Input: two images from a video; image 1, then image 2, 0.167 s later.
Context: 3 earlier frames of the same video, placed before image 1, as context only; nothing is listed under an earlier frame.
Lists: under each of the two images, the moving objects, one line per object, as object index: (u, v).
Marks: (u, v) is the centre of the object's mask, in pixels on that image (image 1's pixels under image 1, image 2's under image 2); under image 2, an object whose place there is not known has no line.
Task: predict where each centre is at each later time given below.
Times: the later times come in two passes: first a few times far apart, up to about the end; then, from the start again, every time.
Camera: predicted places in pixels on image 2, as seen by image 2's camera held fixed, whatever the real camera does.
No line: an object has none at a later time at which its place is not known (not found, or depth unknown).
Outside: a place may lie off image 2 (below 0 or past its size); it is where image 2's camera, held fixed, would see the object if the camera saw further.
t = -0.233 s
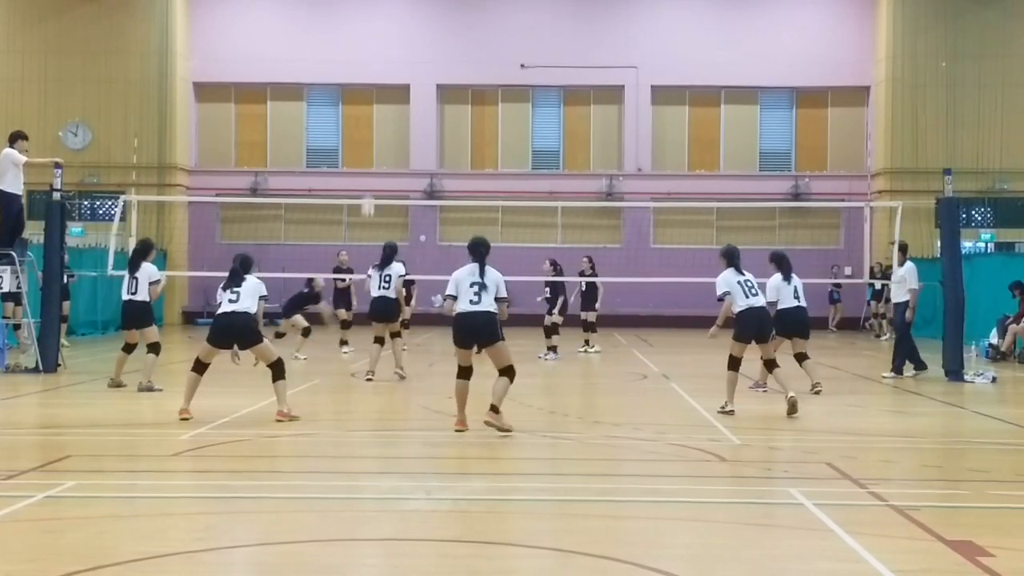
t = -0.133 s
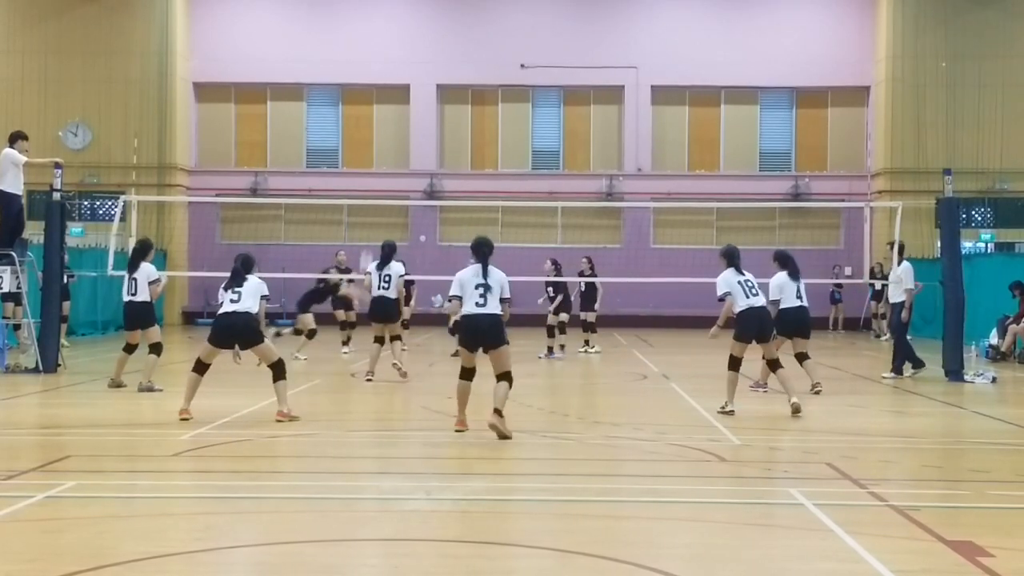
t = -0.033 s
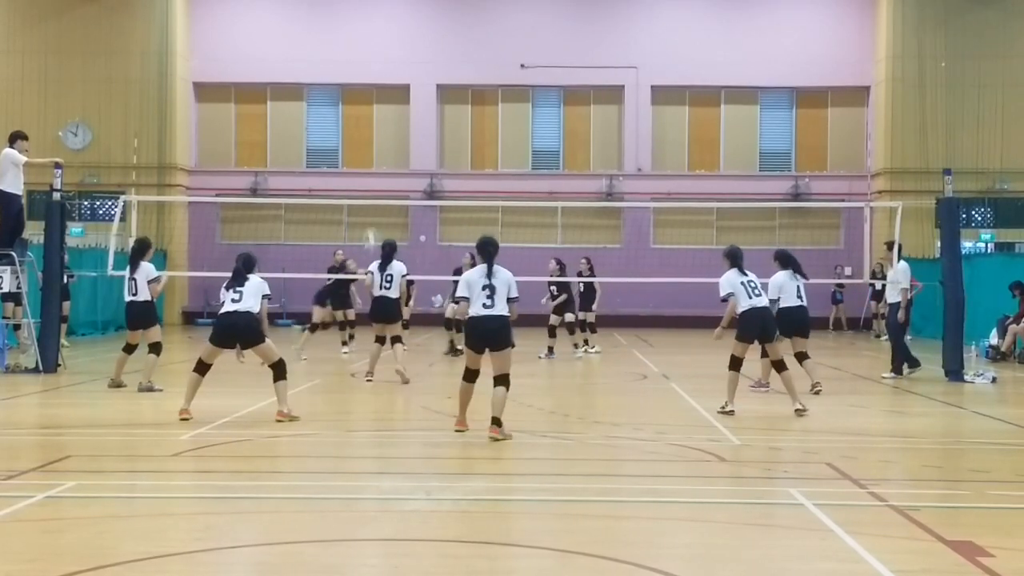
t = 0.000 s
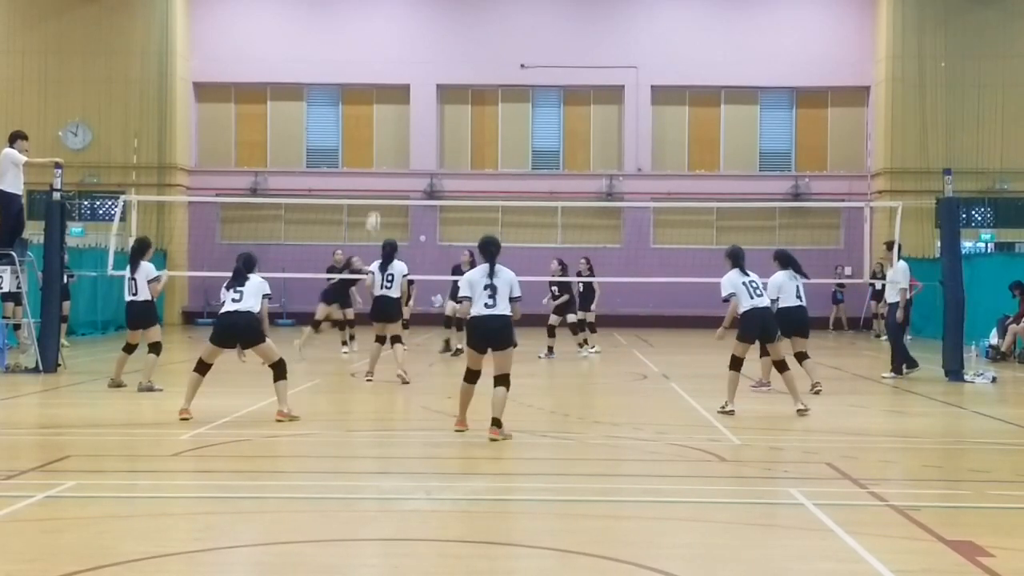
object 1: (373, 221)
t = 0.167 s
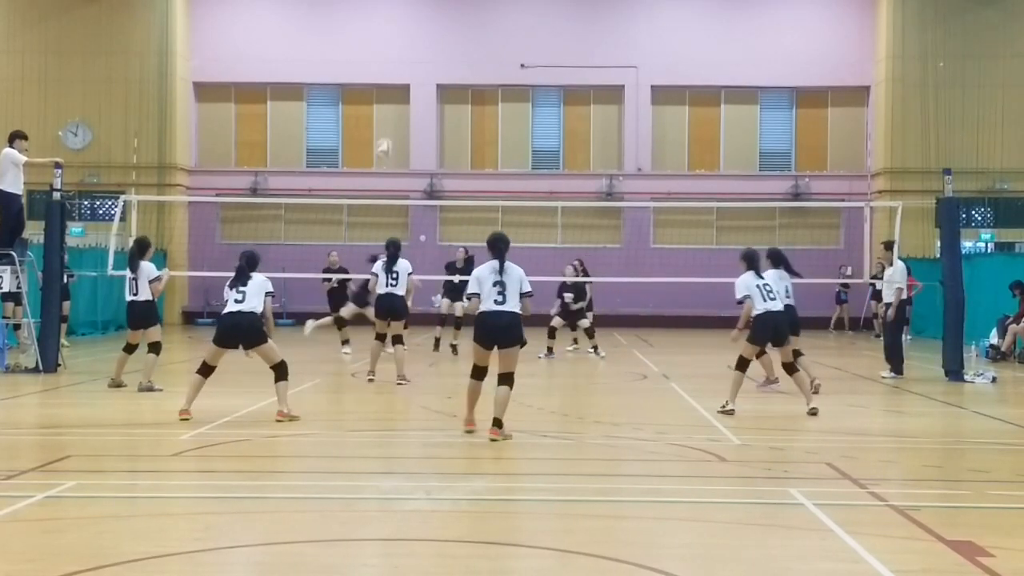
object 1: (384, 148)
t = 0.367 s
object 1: (396, 81)
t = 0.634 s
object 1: (414, 26)
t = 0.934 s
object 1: (434, 38)
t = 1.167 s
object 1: (450, 119)
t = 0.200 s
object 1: (386, 135)
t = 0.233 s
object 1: (388, 121)
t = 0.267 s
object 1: (390, 110)
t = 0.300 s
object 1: (393, 98)
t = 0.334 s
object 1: (395, 90)
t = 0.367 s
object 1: (396, 81)
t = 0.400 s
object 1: (398, 69)
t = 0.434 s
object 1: (401, 61)
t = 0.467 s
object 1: (404, 54)
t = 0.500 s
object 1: (405, 46)
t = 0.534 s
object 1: (408, 40)
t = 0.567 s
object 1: (410, 35)
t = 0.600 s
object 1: (413, 30)
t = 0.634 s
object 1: (414, 26)
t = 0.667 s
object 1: (417, 23)
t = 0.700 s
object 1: (419, 21)
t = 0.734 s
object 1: (421, 20)
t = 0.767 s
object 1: (424, 21)
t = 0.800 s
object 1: (425, 22)
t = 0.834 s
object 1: (427, 24)
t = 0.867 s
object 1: (430, 27)
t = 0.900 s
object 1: (432, 32)
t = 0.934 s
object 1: (434, 38)
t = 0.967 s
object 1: (437, 45)
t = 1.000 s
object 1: (438, 53)
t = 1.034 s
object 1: (442, 64)
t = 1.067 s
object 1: (443, 75)
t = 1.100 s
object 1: (446, 89)
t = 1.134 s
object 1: (448, 101)
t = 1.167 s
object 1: (450, 119)
